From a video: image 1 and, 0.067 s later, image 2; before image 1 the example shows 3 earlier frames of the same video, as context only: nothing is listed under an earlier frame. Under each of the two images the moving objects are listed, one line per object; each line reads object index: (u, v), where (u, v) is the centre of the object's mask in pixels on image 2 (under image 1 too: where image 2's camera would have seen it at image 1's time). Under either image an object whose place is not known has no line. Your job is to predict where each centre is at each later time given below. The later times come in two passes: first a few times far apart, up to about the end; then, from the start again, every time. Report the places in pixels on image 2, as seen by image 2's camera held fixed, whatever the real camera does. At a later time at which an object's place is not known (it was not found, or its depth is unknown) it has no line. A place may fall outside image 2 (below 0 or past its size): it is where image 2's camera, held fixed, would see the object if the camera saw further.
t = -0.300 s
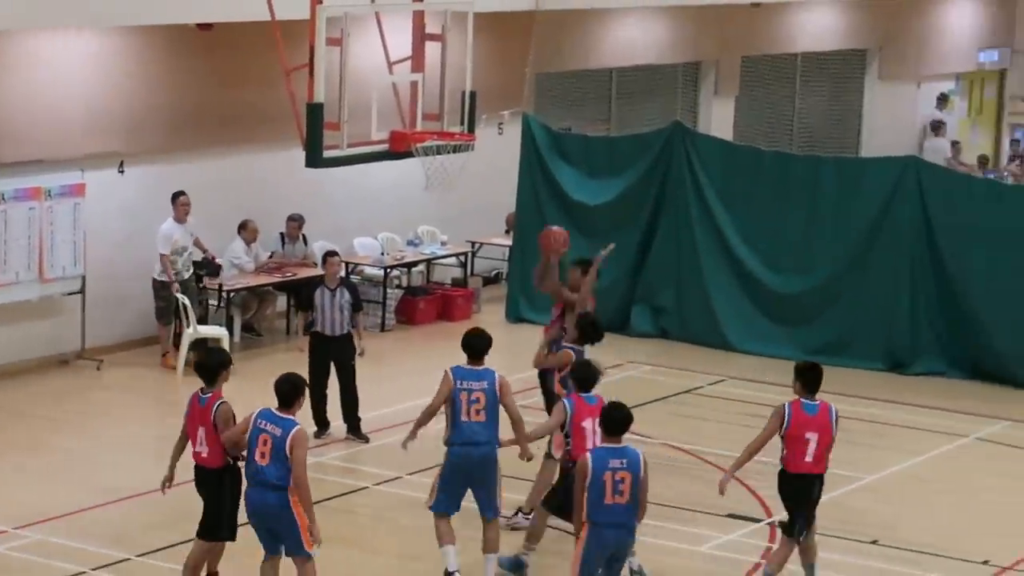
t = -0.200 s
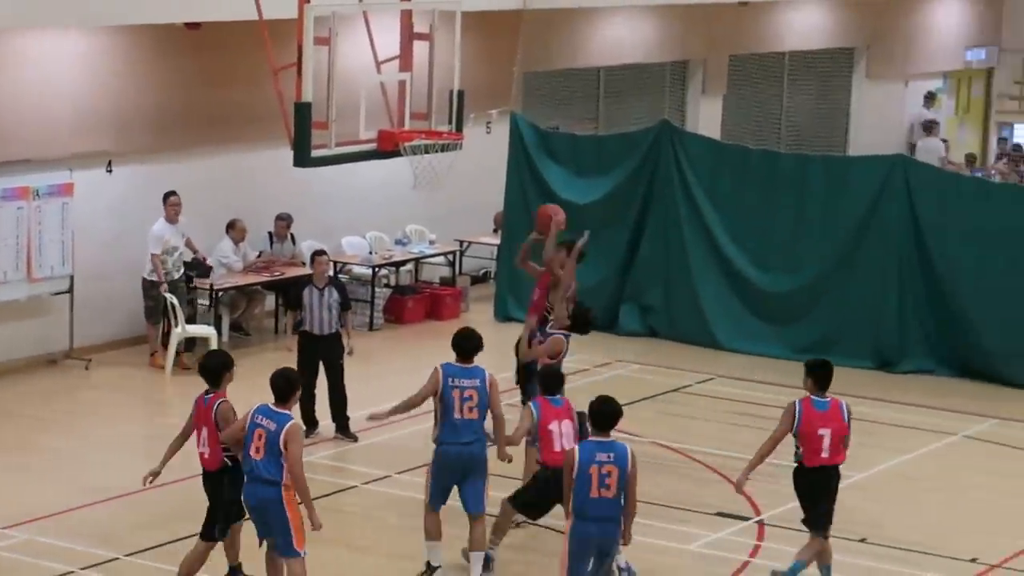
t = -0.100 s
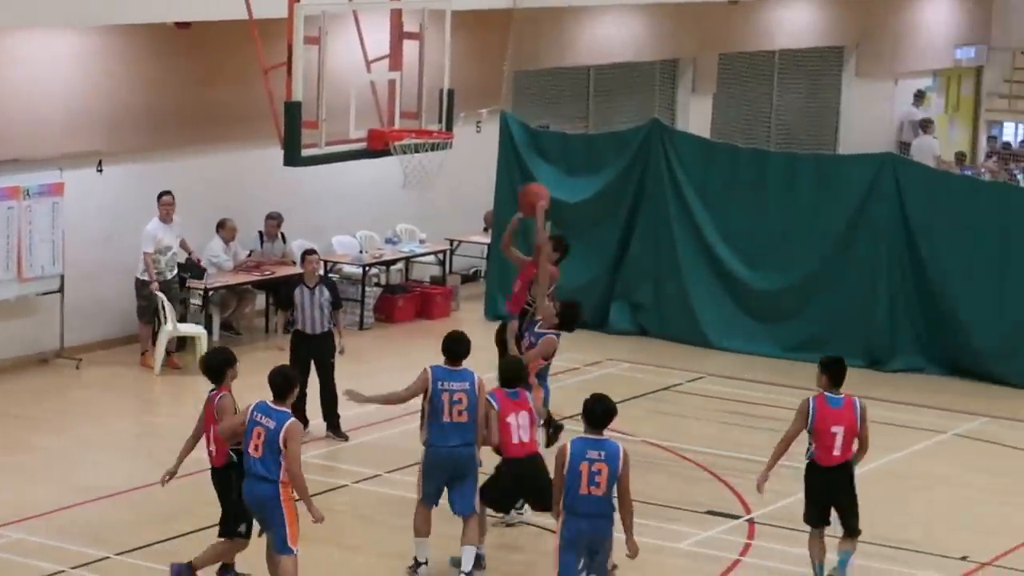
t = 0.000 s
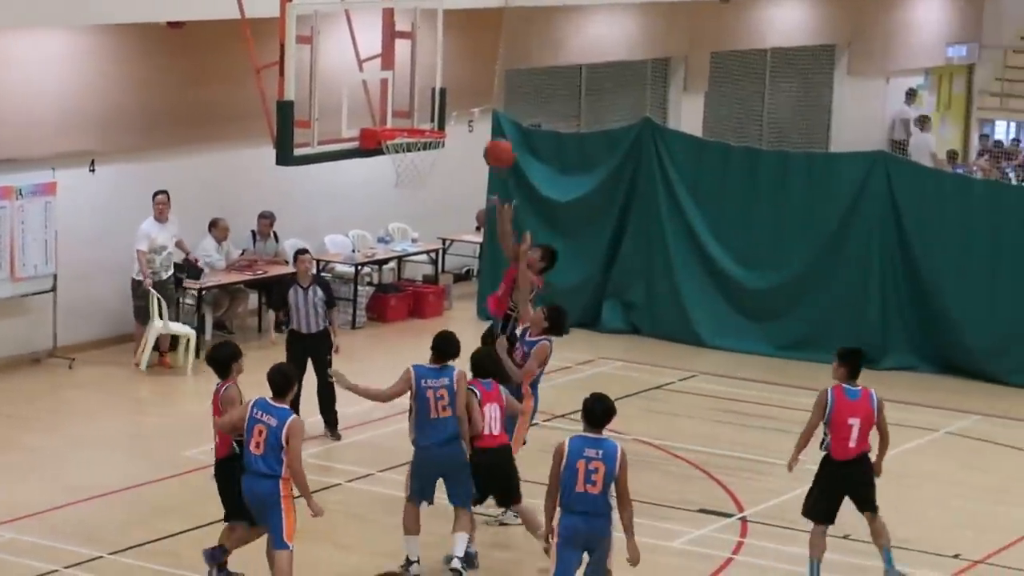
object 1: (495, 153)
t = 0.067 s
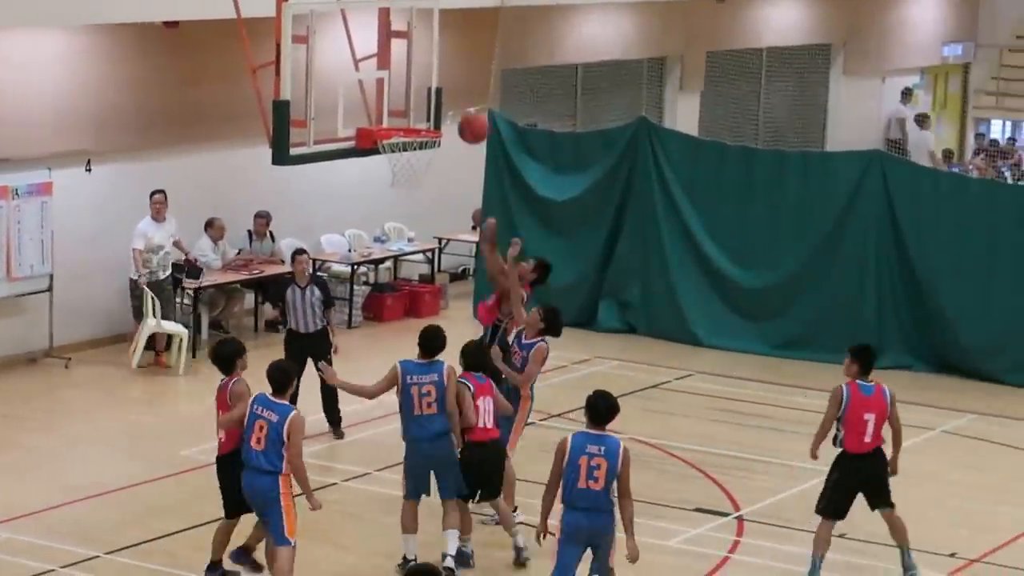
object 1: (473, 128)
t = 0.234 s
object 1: (441, 103)
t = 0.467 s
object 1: (427, 147)
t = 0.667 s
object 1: (448, 228)
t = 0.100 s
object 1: (462, 117)
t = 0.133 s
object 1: (452, 108)
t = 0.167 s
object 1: (447, 105)
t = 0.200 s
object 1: (443, 104)
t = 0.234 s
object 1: (441, 103)
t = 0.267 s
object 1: (438, 105)
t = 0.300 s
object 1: (435, 107)
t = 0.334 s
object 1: (432, 111)
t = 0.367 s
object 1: (428, 116)
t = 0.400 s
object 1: (425, 120)
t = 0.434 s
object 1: (423, 125)
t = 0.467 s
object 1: (427, 147)
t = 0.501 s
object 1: (430, 155)
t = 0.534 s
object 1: (433, 165)
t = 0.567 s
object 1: (439, 180)
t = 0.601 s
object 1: (441, 194)
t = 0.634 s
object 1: (445, 210)
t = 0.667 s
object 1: (448, 228)
